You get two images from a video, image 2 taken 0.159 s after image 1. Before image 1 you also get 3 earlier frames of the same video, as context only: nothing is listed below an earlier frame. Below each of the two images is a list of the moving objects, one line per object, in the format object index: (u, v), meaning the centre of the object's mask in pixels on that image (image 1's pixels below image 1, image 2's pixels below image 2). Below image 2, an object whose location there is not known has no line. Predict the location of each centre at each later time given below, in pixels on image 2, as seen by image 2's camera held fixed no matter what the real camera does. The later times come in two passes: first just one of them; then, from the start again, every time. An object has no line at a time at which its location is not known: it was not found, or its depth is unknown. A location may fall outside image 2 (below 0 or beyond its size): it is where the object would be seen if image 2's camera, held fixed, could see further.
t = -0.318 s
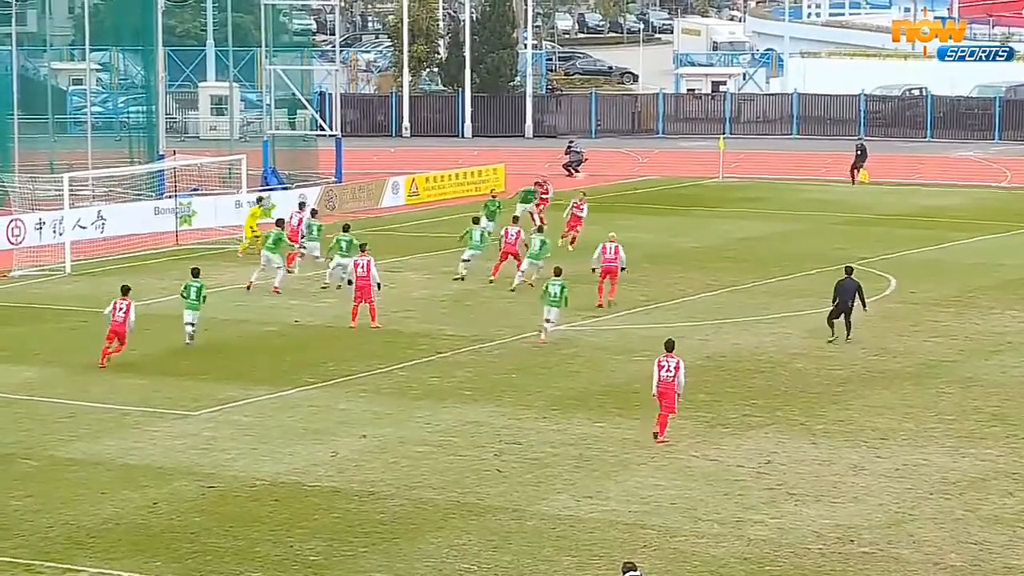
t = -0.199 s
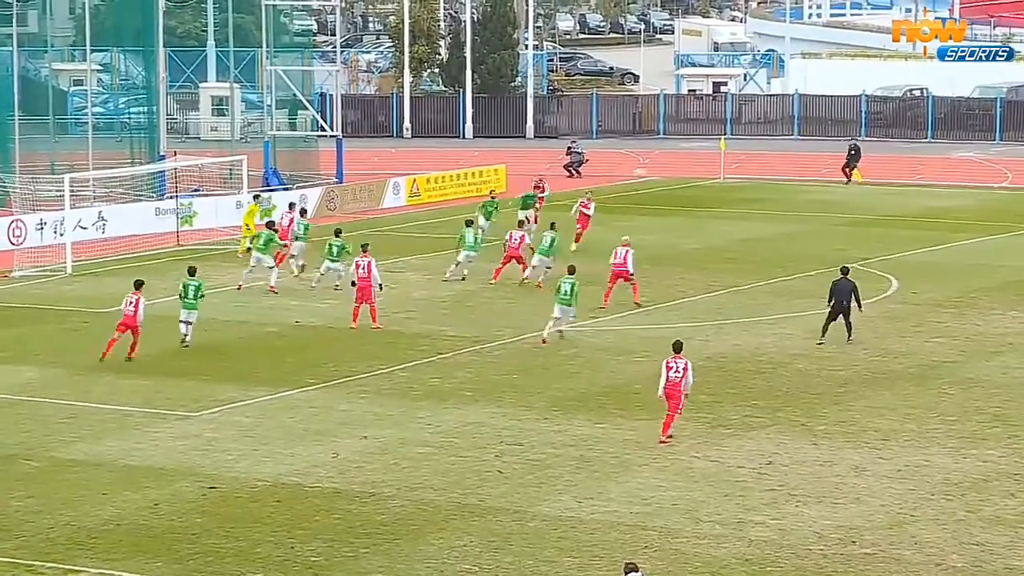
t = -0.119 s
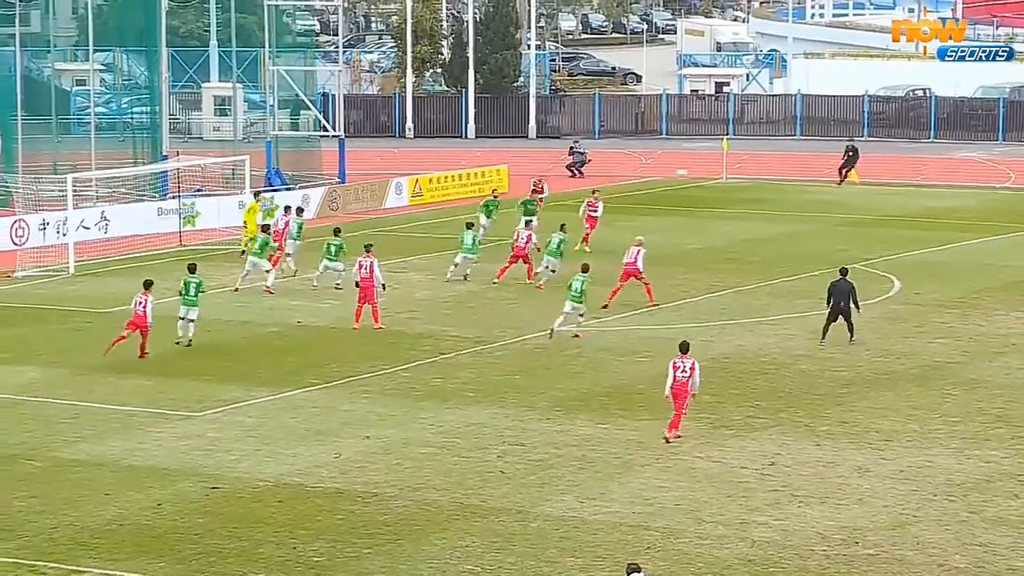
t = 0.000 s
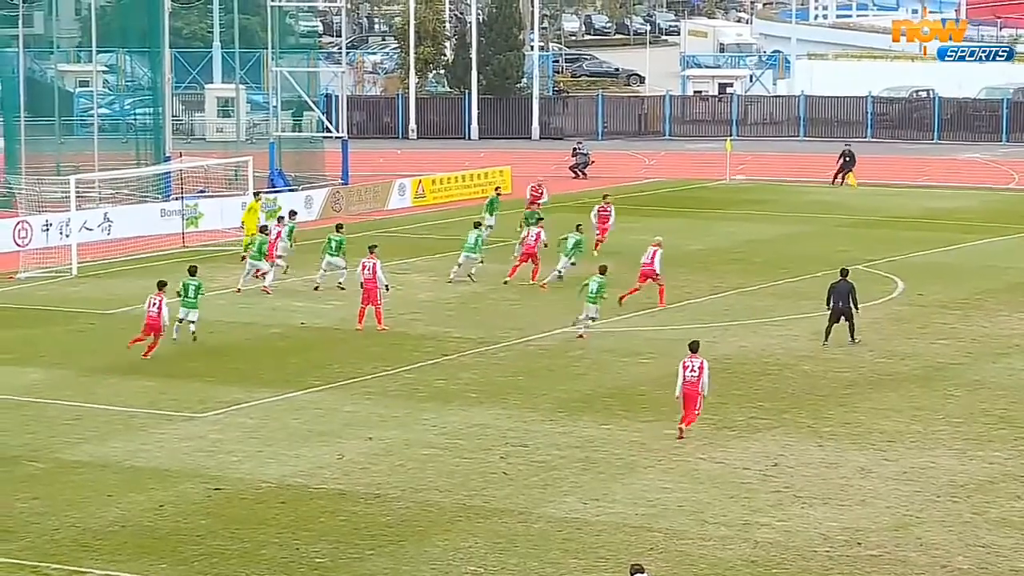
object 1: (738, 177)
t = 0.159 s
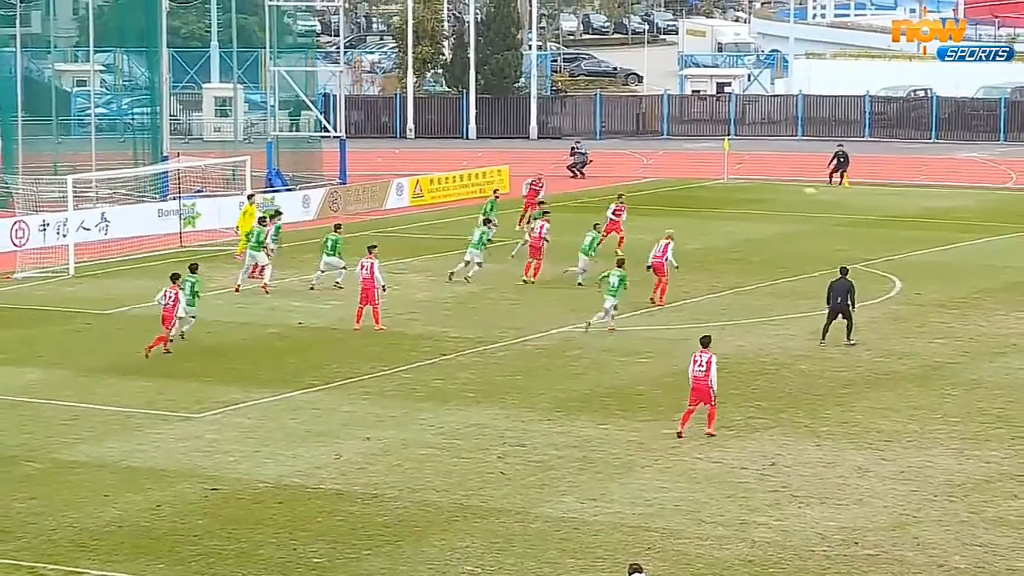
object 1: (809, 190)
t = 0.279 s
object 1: (861, 207)
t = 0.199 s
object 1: (827, 196)
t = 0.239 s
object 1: (845, 201)
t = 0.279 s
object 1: (861, 207)
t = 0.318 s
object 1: (877, 214)
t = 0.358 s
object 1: (894, 221)
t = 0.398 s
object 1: (909, 228)
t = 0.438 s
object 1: (925, 236)
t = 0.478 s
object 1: (941, 245)
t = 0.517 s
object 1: (951, 242)
